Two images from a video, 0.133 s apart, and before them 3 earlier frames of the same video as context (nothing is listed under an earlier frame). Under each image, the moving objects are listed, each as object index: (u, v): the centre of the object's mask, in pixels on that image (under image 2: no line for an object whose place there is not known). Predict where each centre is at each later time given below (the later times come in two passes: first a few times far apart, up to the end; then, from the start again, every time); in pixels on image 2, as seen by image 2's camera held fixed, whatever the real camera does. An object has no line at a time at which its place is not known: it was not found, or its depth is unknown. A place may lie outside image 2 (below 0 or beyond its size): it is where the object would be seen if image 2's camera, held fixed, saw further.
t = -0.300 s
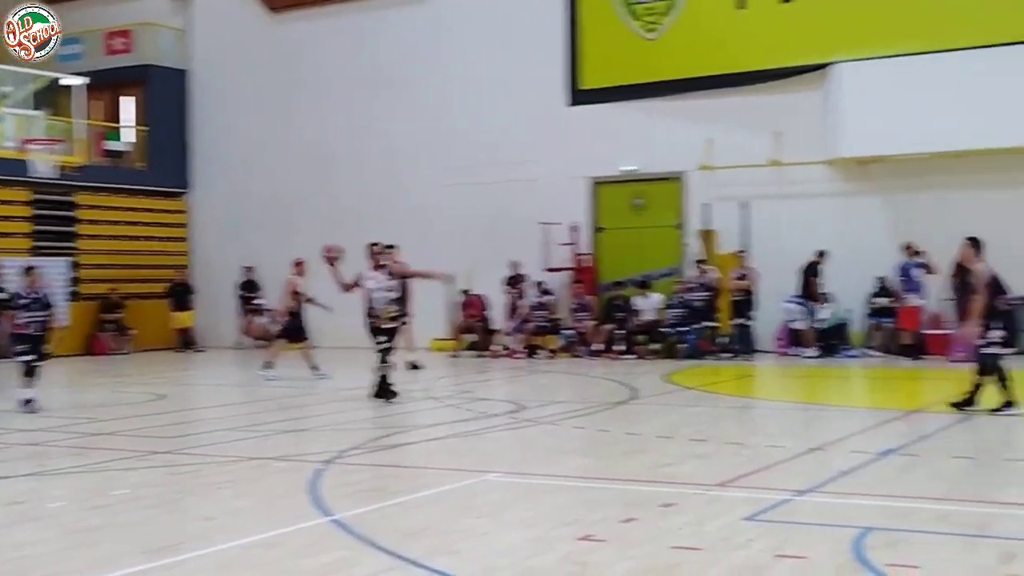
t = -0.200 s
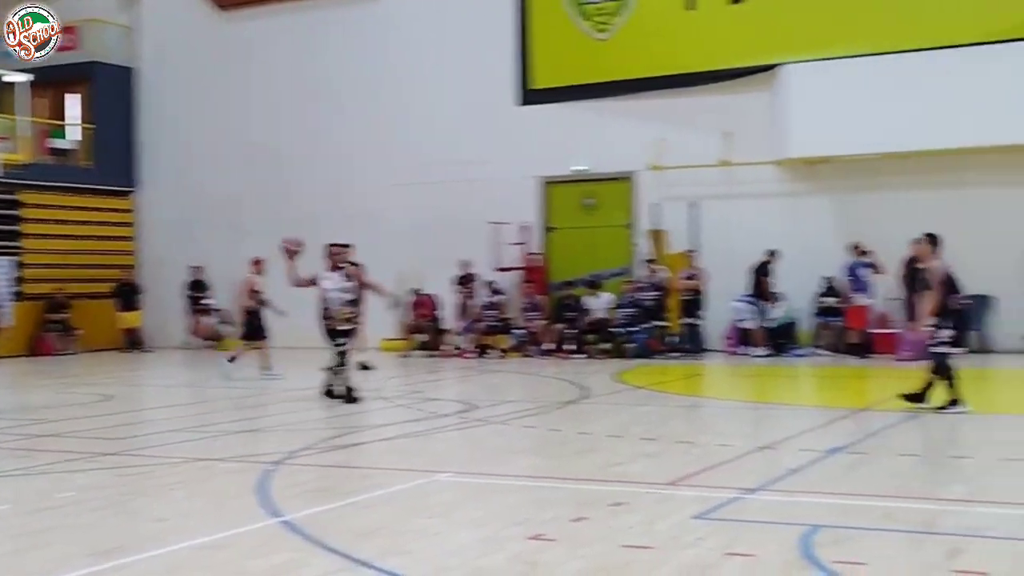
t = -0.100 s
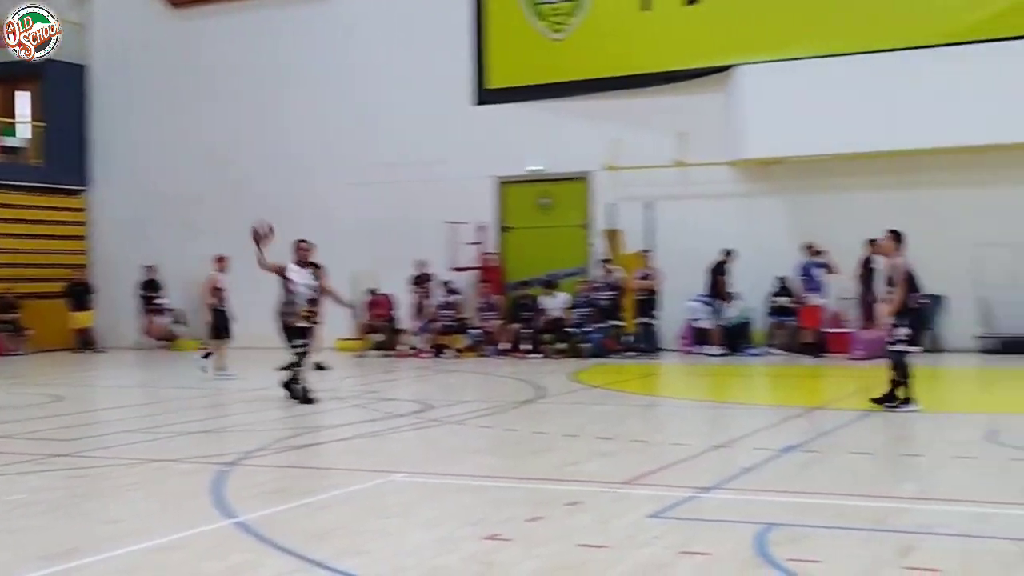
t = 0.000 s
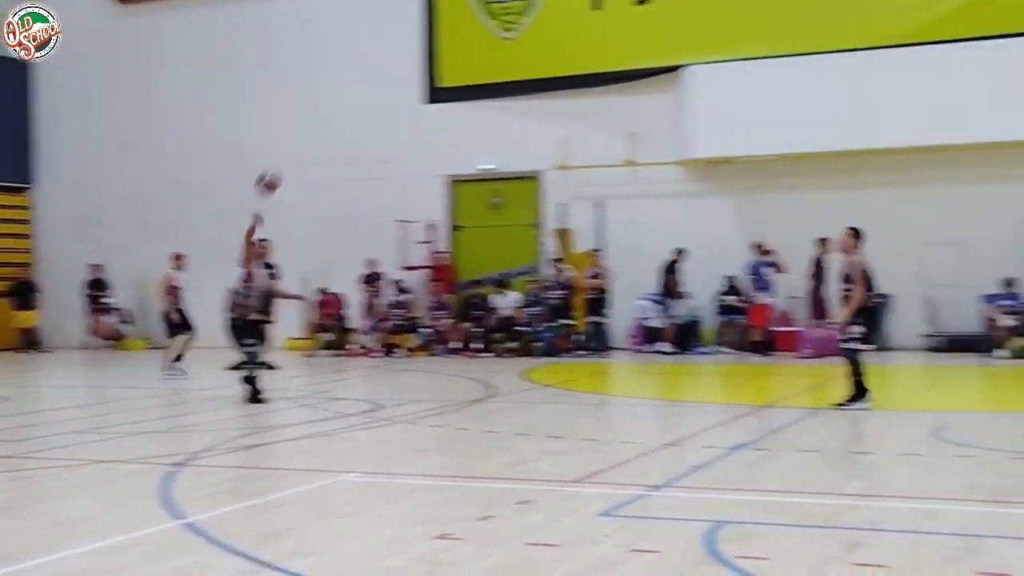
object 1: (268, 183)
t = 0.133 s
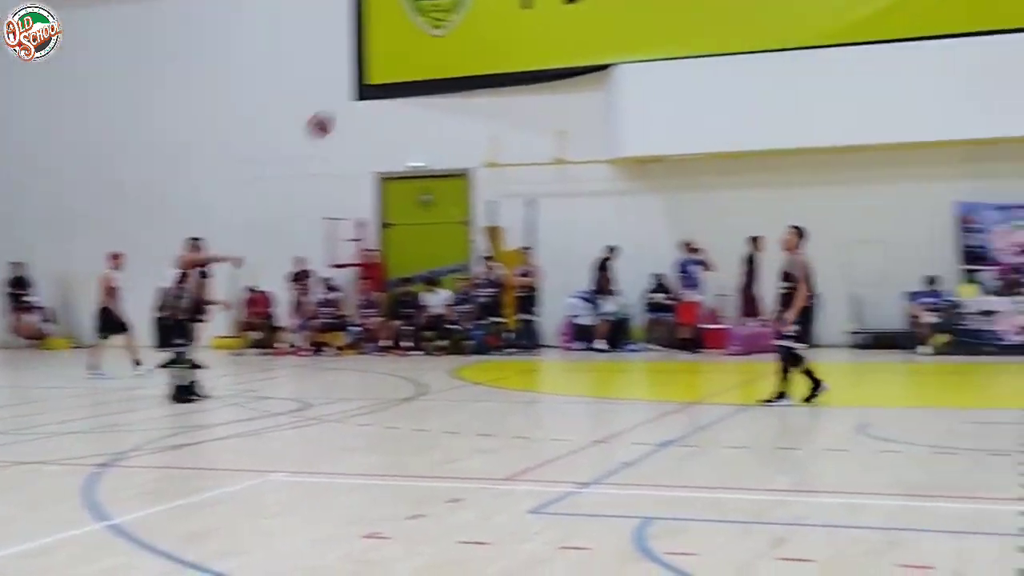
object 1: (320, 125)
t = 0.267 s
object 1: (464, 79)
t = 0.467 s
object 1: (724, 30)
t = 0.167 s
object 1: (353, 114)
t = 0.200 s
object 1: (391, 99)
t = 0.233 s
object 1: (427, 89)
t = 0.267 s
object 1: (464, 79)
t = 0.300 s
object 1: (504, 70)
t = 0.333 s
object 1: (546, 61)
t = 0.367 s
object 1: (589, 51)
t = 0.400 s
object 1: (630, 44)
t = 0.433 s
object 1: (677, 36)
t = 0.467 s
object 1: (724, 30)
